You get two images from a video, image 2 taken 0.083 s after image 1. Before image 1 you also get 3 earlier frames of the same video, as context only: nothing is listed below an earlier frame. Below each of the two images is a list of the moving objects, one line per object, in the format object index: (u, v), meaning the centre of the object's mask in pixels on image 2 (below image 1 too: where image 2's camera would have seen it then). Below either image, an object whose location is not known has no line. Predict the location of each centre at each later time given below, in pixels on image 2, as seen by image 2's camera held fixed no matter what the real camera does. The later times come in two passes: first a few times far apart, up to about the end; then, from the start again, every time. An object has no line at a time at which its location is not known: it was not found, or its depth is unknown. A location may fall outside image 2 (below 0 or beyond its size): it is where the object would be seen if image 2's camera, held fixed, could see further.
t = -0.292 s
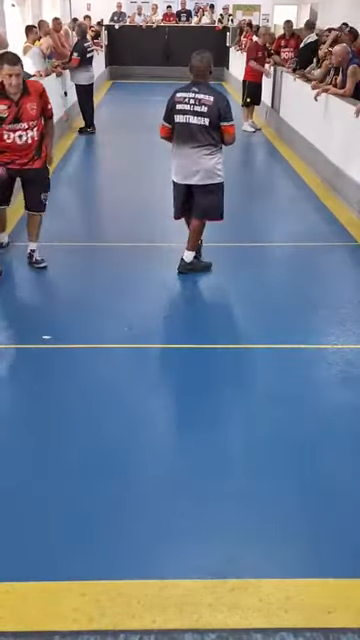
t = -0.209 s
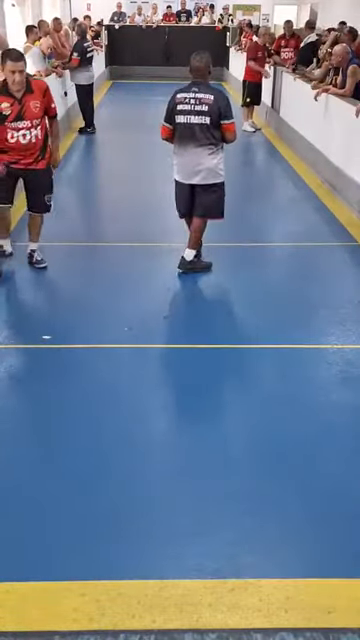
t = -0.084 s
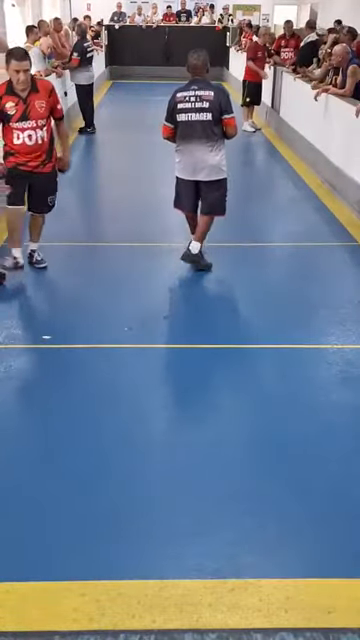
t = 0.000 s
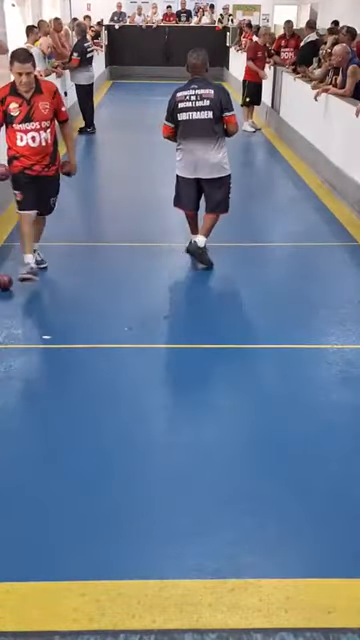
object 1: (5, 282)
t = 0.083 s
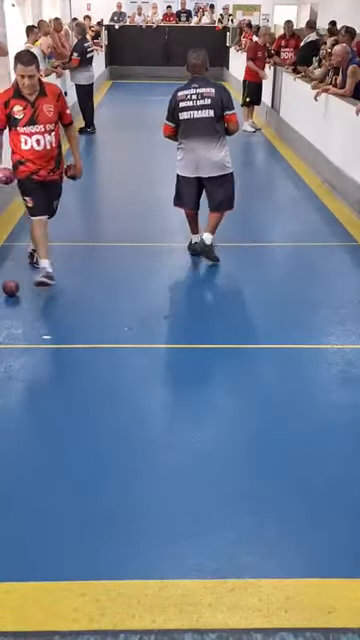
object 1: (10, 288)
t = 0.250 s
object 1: (24, 300)
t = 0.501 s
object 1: (47, 320)
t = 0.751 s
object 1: (73, 342)
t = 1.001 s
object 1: (101, 367)
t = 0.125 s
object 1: (14, 291)
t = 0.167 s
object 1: (17, 294)
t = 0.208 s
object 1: (21, 297)
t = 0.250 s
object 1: (24, 300)
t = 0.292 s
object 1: (28, 303)
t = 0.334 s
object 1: (32, 306)
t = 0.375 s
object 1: (35, 309)
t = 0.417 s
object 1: (39, 313)
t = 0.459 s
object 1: (43, 316)
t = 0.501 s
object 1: (47, 320)
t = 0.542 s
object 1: (51, 323)
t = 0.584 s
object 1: (56, 327)
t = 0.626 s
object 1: (60, 330)
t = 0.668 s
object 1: (64, 334)
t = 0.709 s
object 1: (68, 338)
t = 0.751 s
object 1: (73, 342)
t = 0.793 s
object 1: (77, 346)
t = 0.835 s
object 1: (82, 351)
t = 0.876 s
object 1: (87, 354)
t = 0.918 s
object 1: (91, 359)
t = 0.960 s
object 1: (96, 363)
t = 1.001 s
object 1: (101, 367)
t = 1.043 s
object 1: (105, 371)
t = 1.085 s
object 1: (111, 376)
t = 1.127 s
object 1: (116, 380)
